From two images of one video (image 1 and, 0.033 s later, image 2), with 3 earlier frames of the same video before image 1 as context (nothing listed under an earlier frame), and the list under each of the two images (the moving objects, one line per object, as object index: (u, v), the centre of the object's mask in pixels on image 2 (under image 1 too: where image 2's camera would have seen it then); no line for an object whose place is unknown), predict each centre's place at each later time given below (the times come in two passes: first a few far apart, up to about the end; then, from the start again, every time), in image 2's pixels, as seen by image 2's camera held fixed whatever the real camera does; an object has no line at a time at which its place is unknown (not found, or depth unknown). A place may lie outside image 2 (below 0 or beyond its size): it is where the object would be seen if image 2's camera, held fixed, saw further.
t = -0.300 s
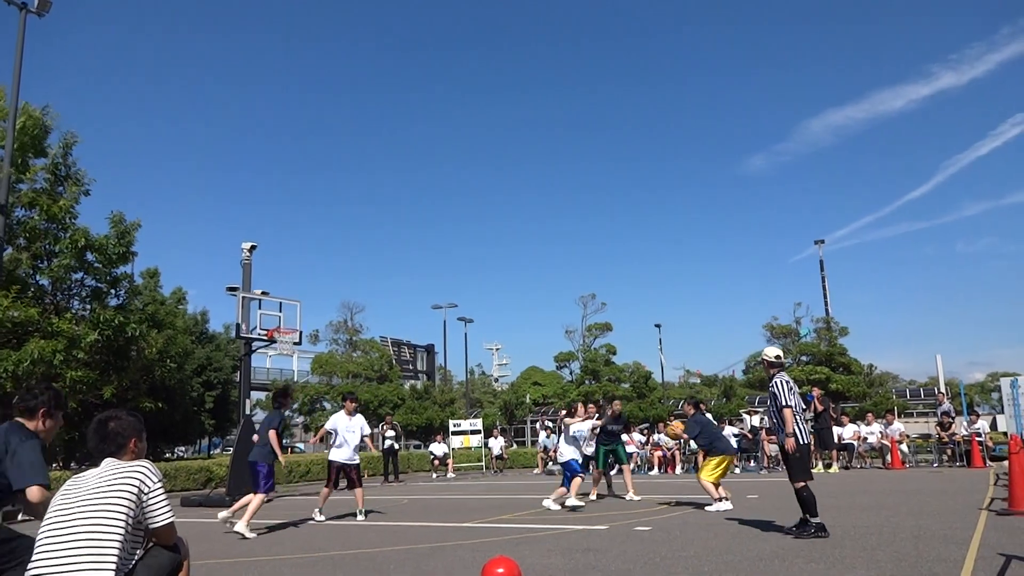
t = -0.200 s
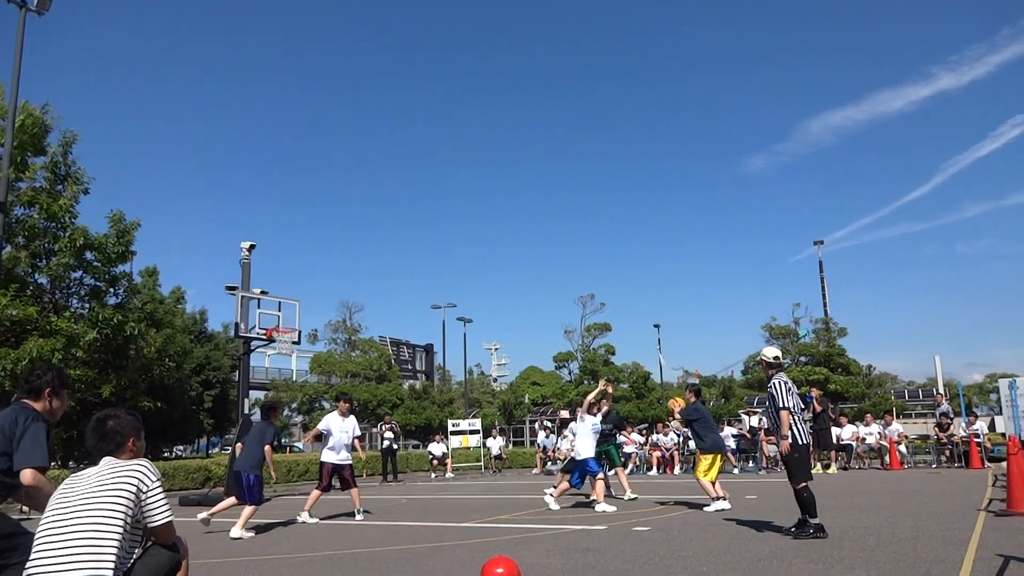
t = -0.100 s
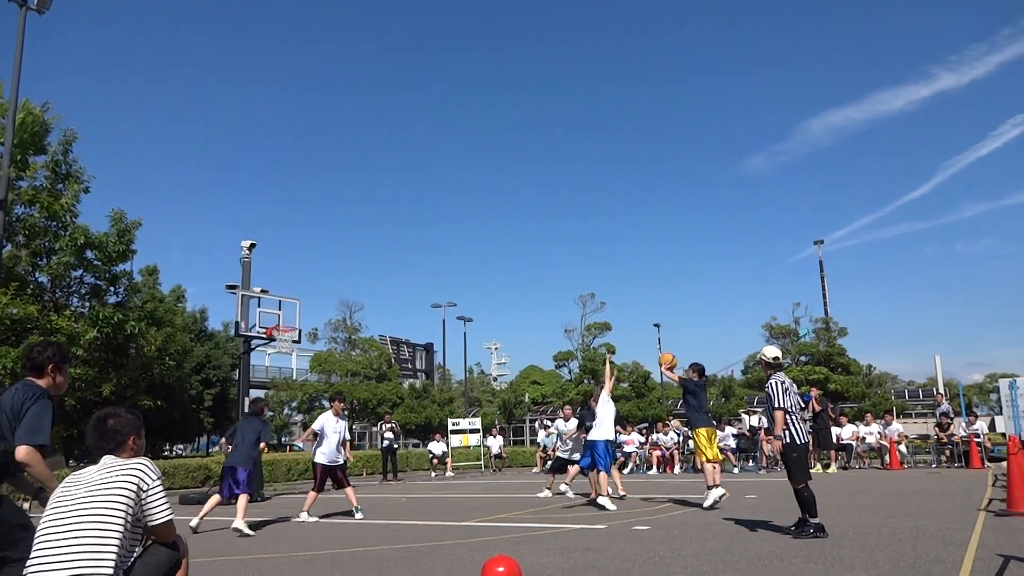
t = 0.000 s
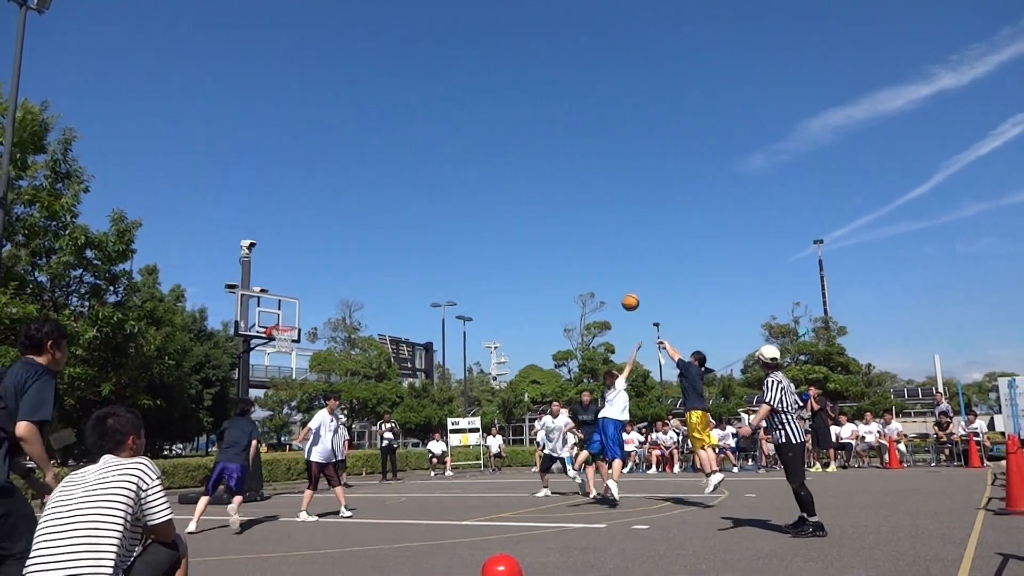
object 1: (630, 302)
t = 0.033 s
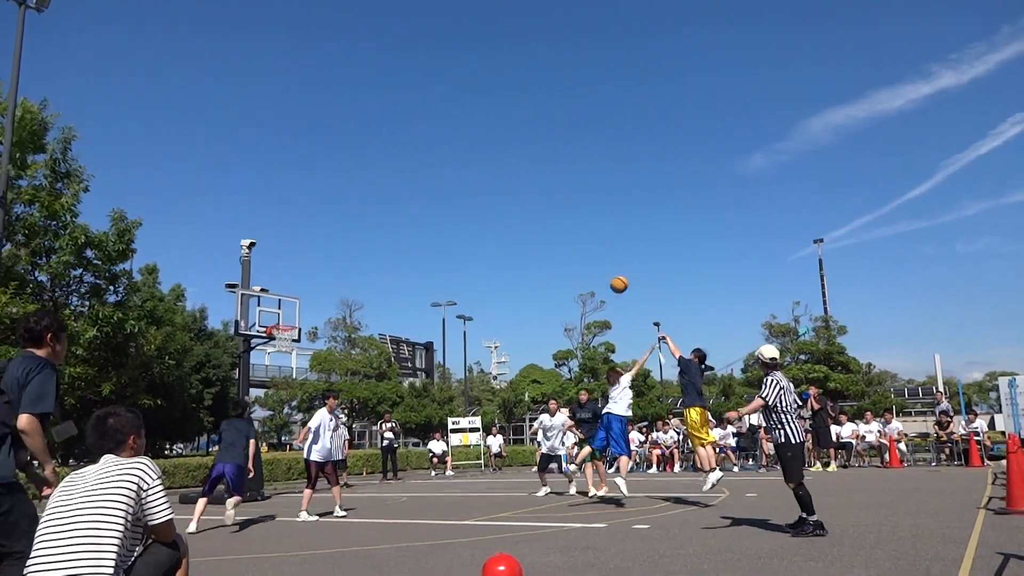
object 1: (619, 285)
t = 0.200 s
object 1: (567, 216)
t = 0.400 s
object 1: (515, 165)
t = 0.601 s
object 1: (469, 142)
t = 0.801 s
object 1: (428, 145)
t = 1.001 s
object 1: (391, 170)
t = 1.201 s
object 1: (356, 215)
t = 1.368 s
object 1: (329, 268)
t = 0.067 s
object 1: (608, 269)
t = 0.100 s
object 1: (597, 254)
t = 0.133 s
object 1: (587, 241)
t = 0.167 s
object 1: (577, 228)
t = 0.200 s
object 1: (567, 216)
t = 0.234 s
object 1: (558, 206)
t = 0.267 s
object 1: (548, 196)
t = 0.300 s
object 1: (540, 186)
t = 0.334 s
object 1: (531, 178)
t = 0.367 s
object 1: (522, 171)
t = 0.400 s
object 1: (515, 165)
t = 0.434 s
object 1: (506, 159)
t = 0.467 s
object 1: (499, 154)
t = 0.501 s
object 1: (491, 150)
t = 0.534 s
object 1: (483, 147)
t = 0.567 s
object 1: (476, 144)
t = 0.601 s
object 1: (469, 142)
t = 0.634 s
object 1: (461, 142)
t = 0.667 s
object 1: (454, 141)
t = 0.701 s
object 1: (448, 141)
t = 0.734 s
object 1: (441, 142)
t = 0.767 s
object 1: (434, 143)
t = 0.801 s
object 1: (428, 145)
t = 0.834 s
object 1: (421, 148)
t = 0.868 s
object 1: (415, 152)
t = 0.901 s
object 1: (409, 155)
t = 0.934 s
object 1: (403, 160)
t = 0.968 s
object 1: (397, 165)
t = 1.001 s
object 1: (391, 170)
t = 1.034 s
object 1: (385, 176)
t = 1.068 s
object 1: (379, 183)
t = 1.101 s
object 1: (373, 191)
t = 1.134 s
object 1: (367, 198)
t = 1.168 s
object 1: (361, 207)
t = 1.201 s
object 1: (356, 215)
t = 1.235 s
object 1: (350, 225)
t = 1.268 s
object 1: (345, 235)
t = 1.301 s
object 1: (339, 245)
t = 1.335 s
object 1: (334, 256)
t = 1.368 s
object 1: (329, 268)
